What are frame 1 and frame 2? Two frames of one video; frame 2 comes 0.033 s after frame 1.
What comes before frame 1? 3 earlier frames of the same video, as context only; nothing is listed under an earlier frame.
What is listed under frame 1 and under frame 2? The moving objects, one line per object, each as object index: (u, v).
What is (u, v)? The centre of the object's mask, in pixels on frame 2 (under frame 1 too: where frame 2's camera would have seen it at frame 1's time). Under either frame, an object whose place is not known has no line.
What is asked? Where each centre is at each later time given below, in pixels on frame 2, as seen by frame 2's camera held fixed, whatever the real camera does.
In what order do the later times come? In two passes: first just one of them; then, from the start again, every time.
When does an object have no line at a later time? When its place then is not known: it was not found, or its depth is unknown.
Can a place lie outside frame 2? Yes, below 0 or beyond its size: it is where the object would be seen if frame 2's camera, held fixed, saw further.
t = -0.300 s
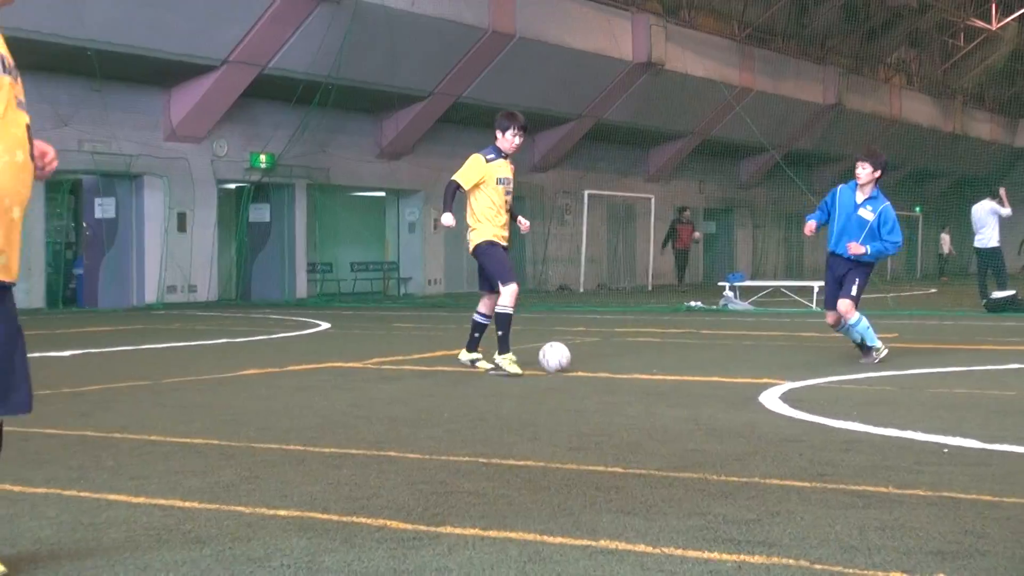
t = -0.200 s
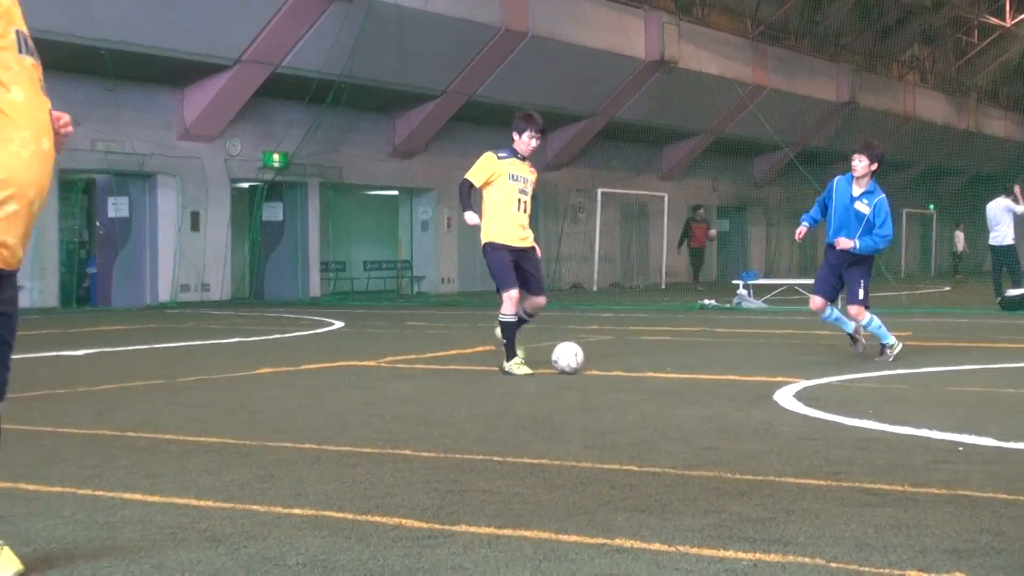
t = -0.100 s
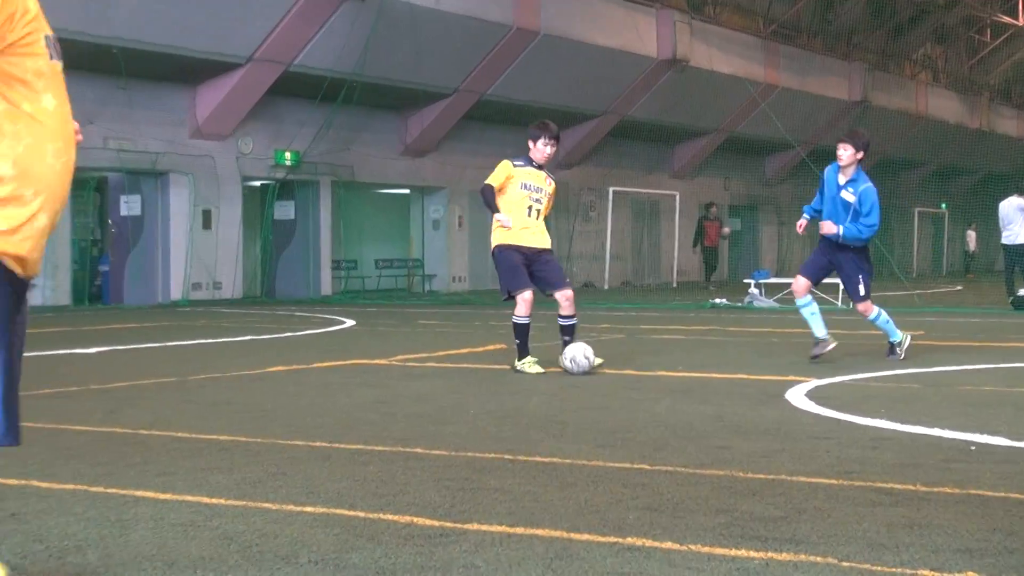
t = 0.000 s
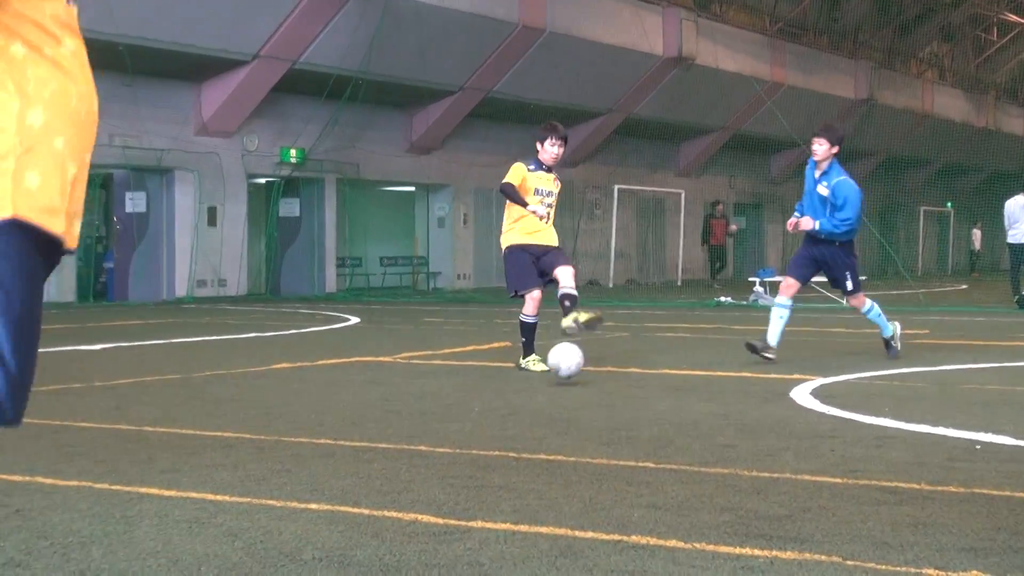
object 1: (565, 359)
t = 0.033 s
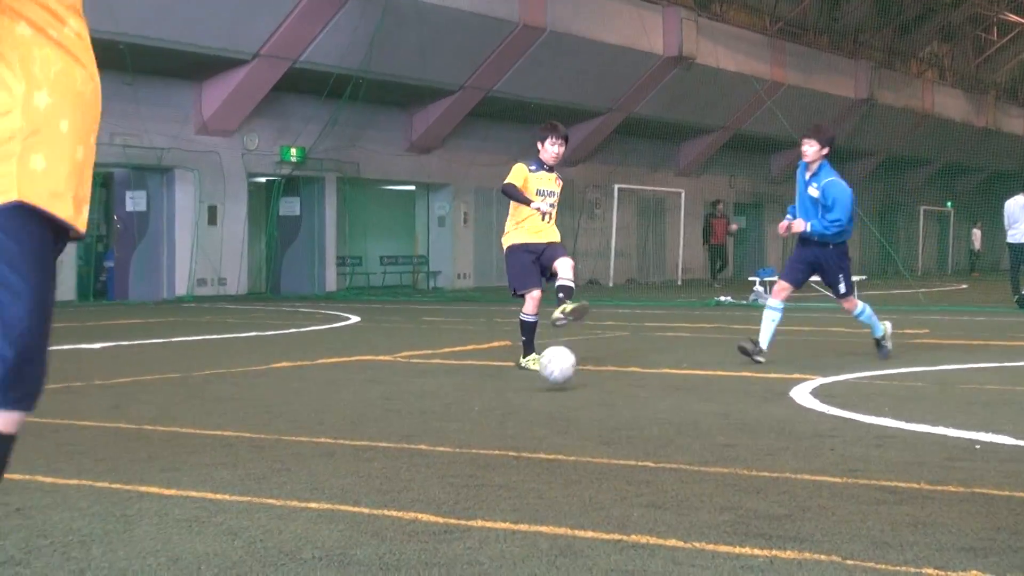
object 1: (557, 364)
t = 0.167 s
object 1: (515, 390)
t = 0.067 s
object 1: (548, 373)
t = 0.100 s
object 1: (537, 382)
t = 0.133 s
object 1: (527, 385)
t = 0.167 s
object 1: (515, 390)
